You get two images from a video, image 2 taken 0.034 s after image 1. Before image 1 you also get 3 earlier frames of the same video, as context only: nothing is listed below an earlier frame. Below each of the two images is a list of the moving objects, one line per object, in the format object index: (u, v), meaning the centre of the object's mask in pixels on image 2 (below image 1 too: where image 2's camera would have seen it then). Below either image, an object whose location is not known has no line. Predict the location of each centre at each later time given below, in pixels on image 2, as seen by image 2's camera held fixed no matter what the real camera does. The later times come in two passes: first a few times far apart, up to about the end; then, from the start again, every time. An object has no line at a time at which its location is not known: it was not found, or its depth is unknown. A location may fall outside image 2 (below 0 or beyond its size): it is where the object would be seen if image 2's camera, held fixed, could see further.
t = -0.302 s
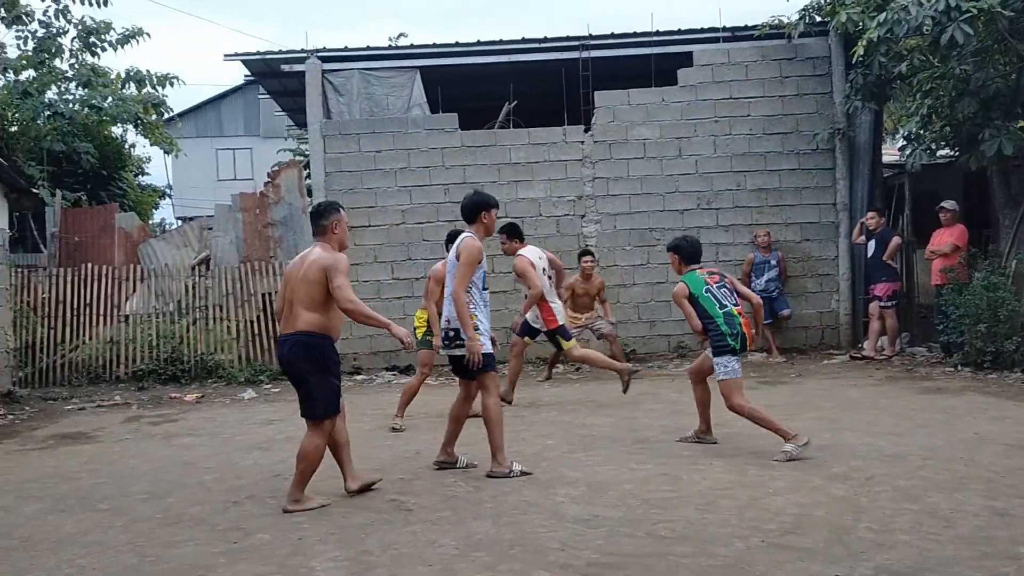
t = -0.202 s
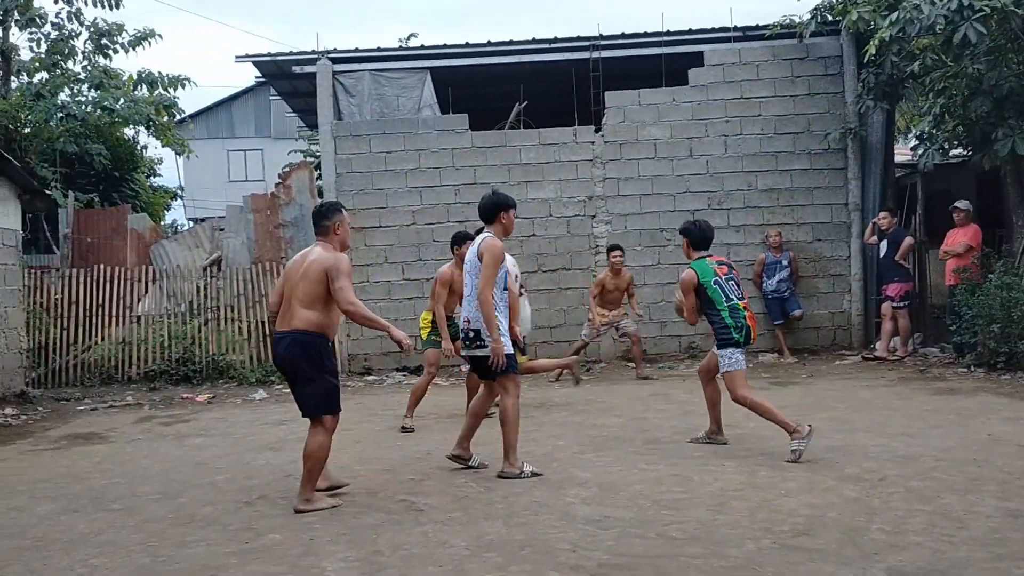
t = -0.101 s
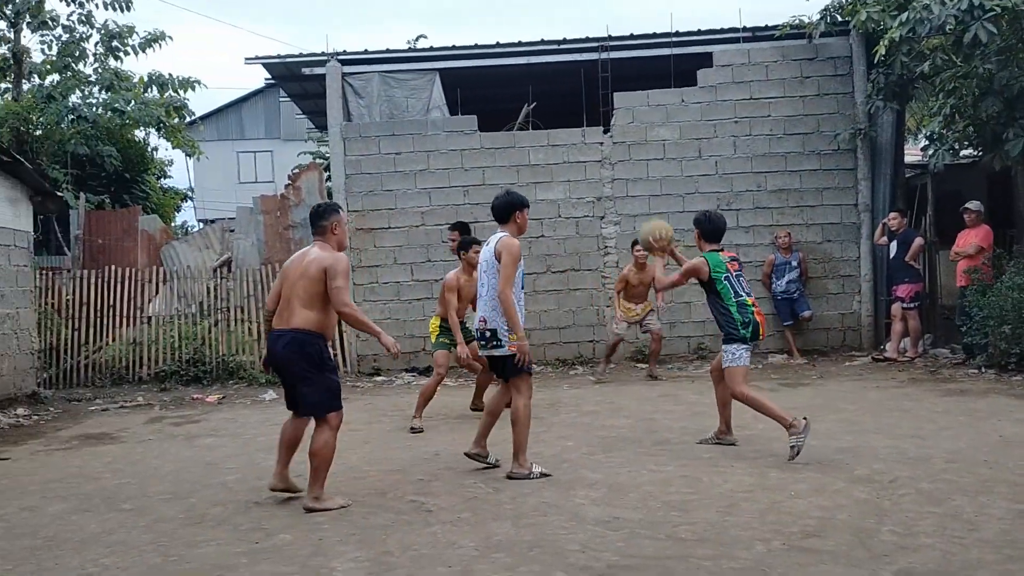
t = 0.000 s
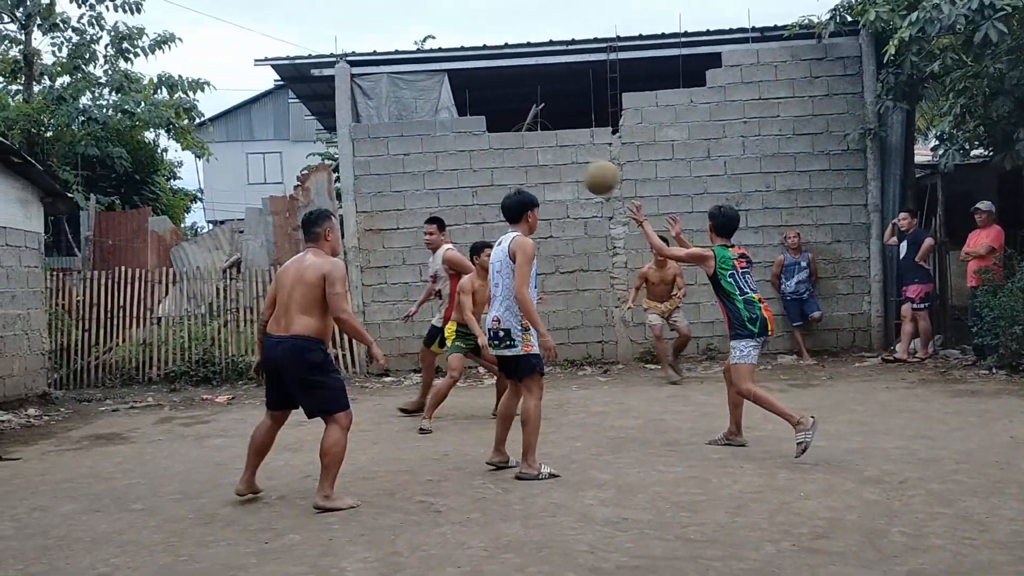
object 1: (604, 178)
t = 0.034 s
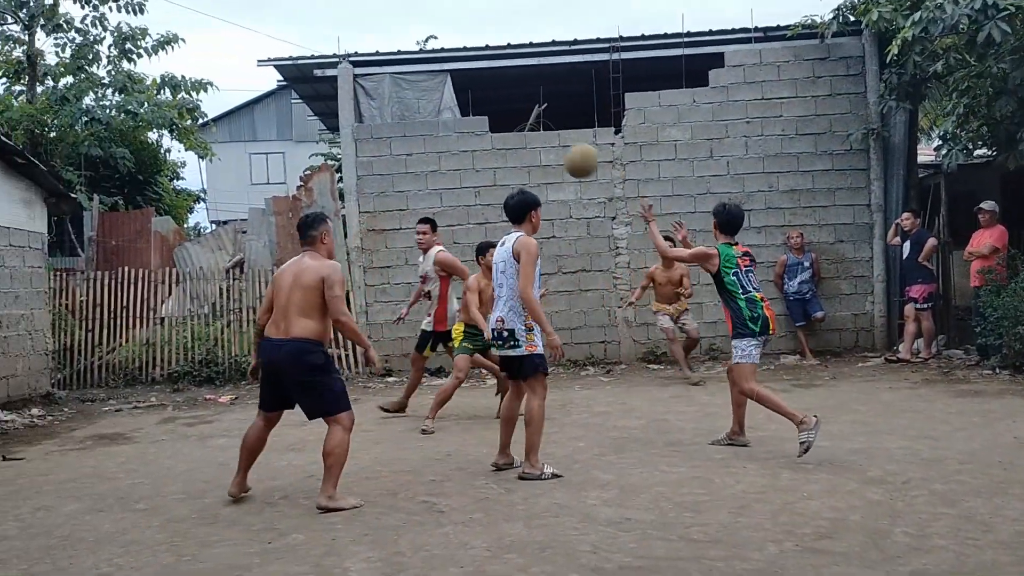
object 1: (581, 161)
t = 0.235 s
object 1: (454, 93)
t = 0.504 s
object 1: (298, 94)
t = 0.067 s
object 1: (559, 145)
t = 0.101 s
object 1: (537, 131)
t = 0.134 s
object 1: (516, 119)
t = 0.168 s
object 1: (495, 109)
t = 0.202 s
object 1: (474, 100)
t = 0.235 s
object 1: (454, 93)
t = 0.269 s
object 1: (433, 88)
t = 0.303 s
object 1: (414, 85)
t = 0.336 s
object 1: (394, 82)
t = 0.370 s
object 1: (374, 81)
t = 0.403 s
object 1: (354, 82)
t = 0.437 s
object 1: (336, 85)
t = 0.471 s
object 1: (317, 88)
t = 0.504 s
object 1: (298, 94)
